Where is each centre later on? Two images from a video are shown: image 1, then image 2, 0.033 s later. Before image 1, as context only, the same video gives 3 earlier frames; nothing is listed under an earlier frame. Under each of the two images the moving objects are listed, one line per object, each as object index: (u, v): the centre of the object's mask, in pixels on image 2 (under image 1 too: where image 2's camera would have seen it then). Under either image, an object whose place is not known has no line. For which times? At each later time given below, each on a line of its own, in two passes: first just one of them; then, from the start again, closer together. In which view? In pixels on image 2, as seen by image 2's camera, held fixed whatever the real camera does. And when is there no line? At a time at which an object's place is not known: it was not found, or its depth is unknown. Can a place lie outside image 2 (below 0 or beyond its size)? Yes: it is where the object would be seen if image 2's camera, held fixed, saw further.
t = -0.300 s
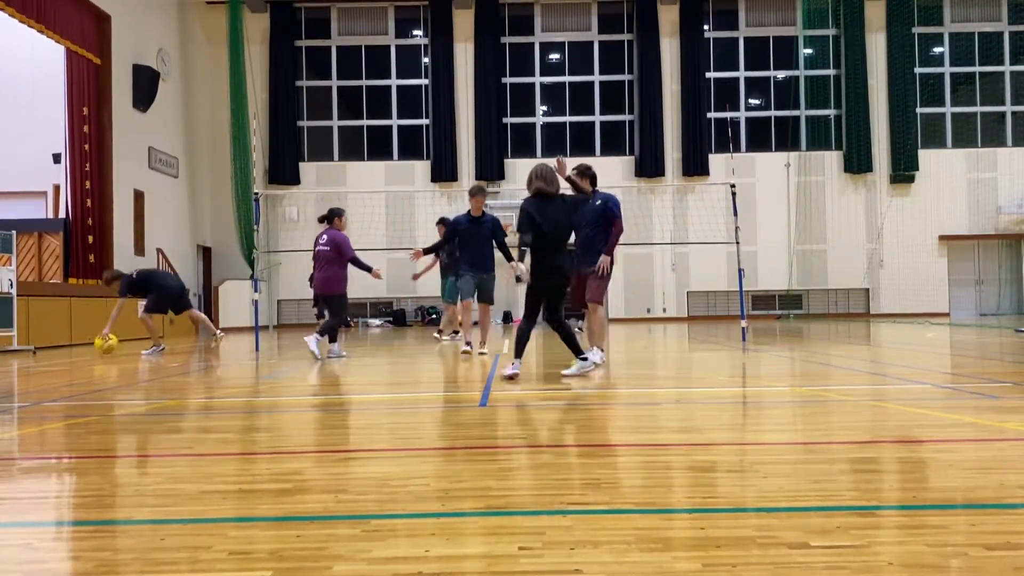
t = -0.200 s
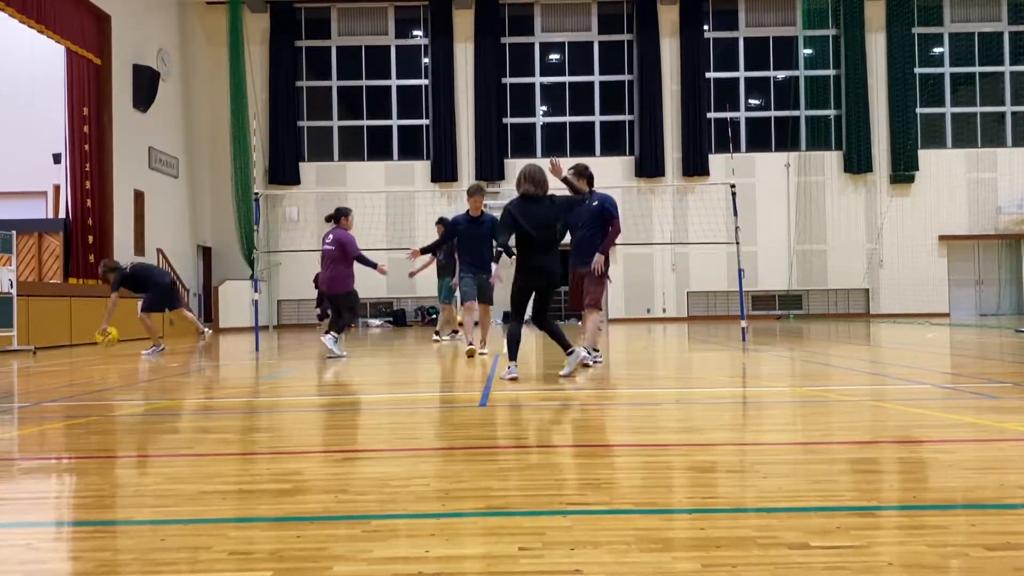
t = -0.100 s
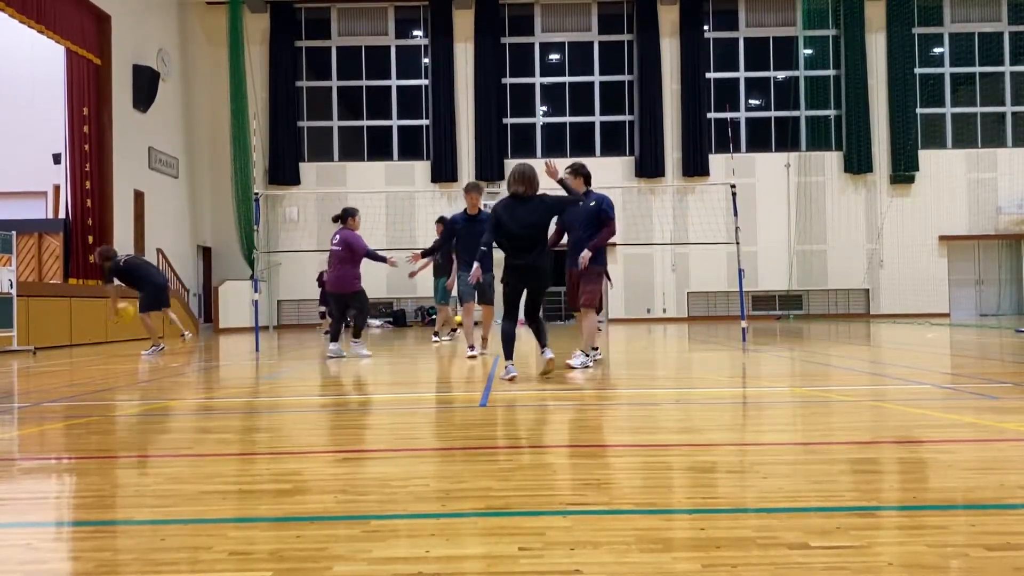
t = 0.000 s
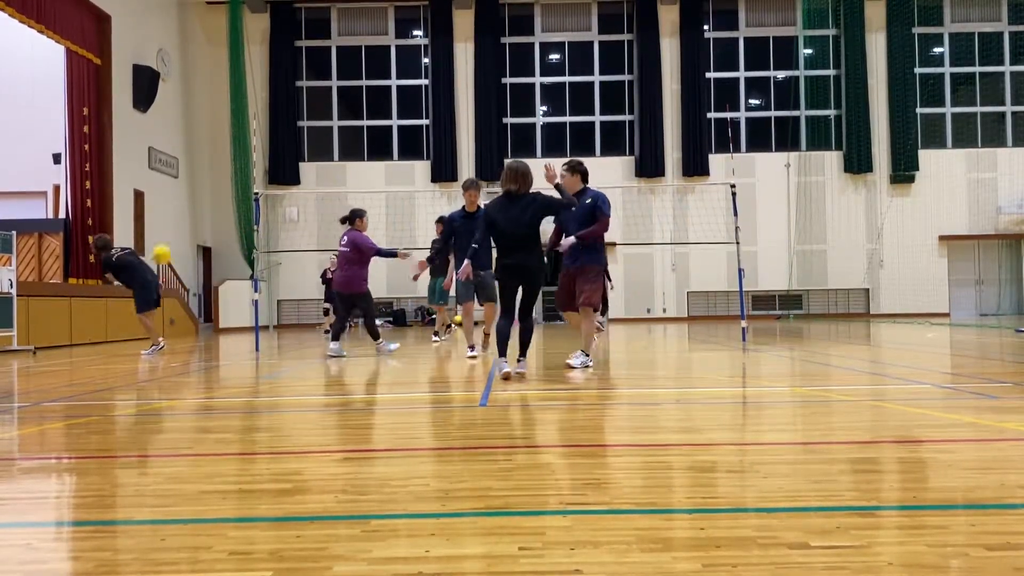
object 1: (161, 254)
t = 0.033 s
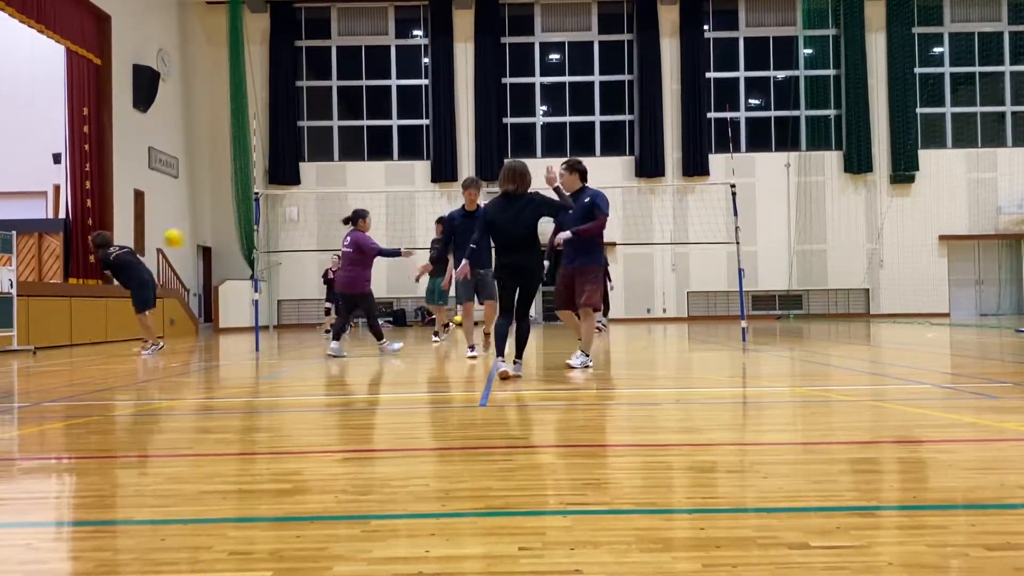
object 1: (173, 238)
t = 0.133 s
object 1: (204, 197)
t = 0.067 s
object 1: (184, 223)
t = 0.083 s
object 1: (189, 216)
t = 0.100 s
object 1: (195, 209)
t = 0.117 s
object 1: (199, 203)
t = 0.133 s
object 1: (204, 197)
